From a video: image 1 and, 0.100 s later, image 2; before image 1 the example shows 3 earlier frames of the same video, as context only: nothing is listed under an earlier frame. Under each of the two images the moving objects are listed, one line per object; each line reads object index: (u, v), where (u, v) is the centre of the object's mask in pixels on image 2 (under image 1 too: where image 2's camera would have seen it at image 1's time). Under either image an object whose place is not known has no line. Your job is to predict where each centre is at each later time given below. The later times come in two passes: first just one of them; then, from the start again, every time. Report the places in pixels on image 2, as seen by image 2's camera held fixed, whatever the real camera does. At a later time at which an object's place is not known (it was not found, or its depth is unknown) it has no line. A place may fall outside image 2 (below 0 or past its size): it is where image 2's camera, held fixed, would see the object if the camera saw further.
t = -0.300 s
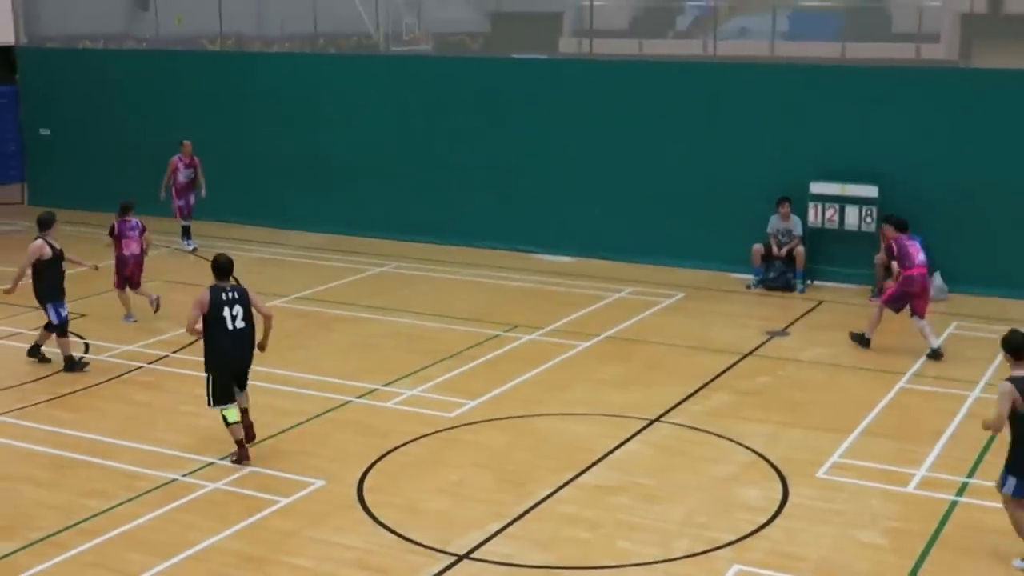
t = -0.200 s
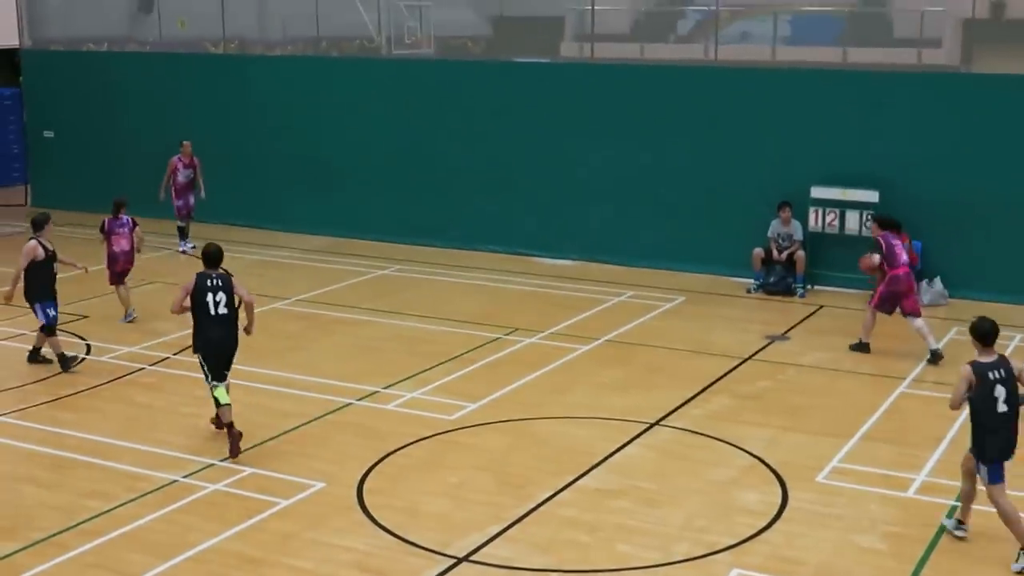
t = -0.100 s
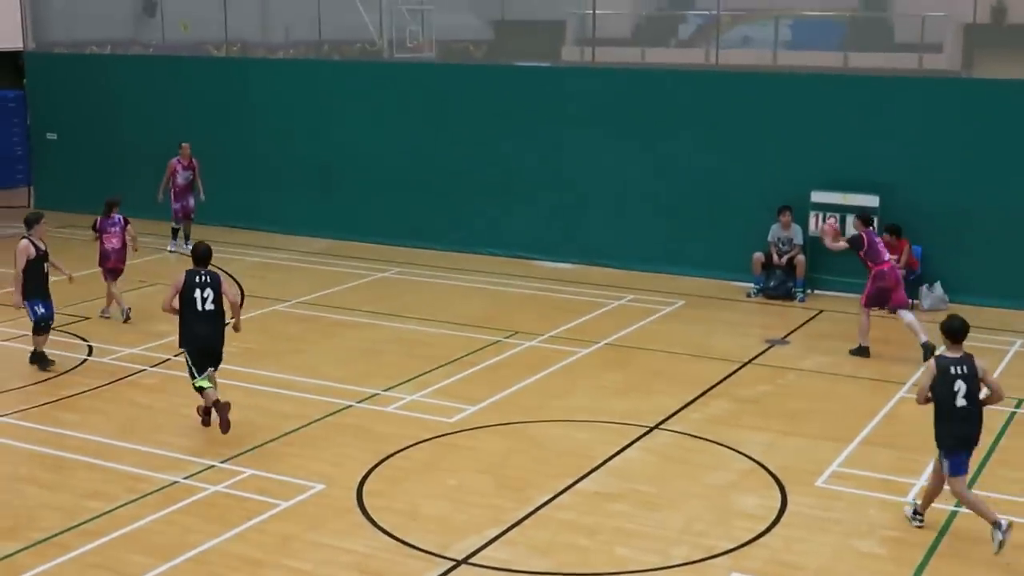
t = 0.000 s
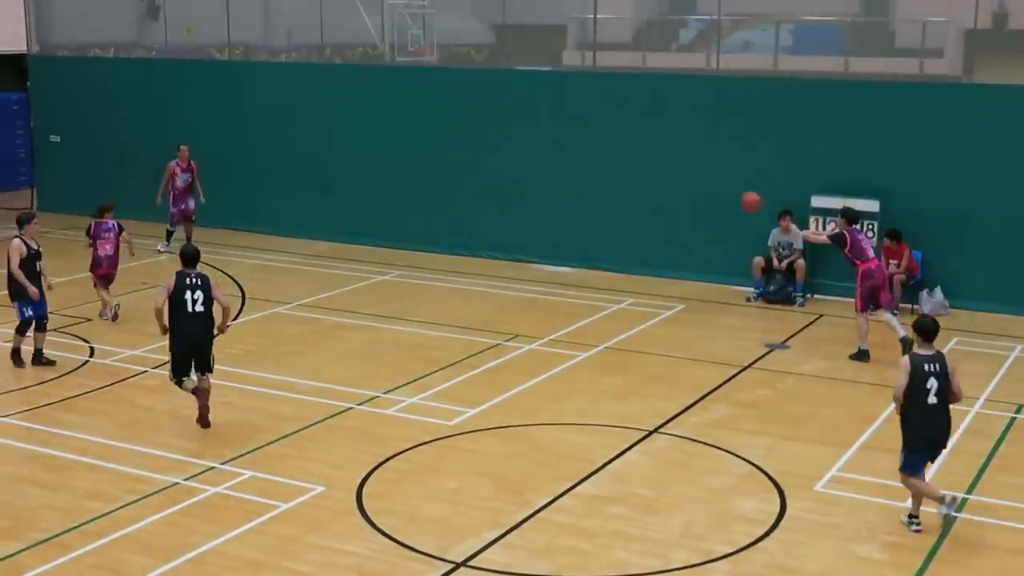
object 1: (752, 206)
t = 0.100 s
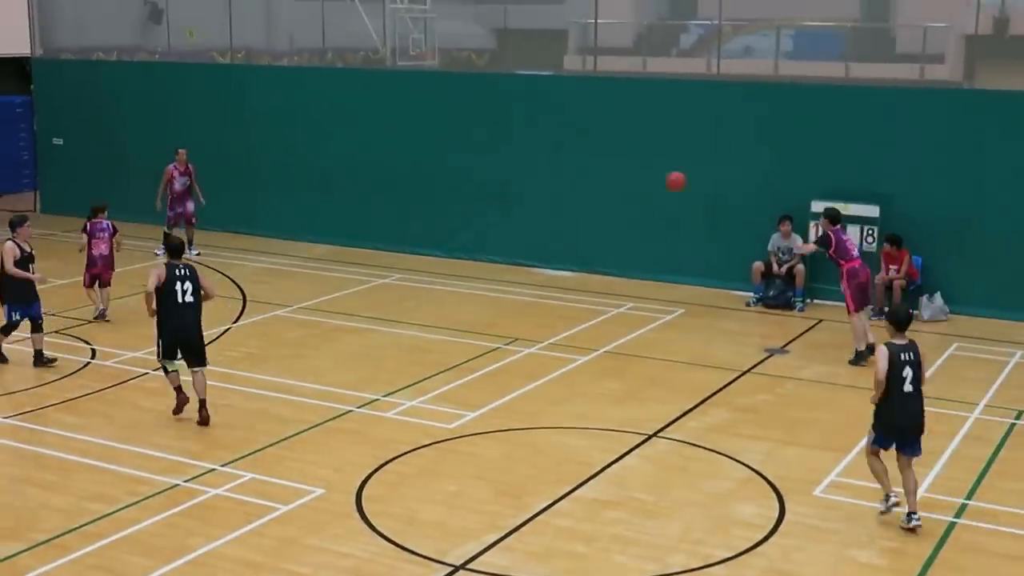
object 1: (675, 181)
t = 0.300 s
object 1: (537, 157)
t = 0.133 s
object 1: (651, 174)
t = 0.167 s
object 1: (627, 169)
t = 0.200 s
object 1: (603, 164)
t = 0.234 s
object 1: (581, 161)
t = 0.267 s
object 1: (558, 158)
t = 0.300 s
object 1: (537, 157)
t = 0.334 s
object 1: (516, 156)
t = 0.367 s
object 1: (496, 156)
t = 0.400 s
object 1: (477, 157)
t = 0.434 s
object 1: (458, 159)
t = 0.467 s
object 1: (439, 161)
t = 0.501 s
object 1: (422, 165)
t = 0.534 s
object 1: (405, 169)
